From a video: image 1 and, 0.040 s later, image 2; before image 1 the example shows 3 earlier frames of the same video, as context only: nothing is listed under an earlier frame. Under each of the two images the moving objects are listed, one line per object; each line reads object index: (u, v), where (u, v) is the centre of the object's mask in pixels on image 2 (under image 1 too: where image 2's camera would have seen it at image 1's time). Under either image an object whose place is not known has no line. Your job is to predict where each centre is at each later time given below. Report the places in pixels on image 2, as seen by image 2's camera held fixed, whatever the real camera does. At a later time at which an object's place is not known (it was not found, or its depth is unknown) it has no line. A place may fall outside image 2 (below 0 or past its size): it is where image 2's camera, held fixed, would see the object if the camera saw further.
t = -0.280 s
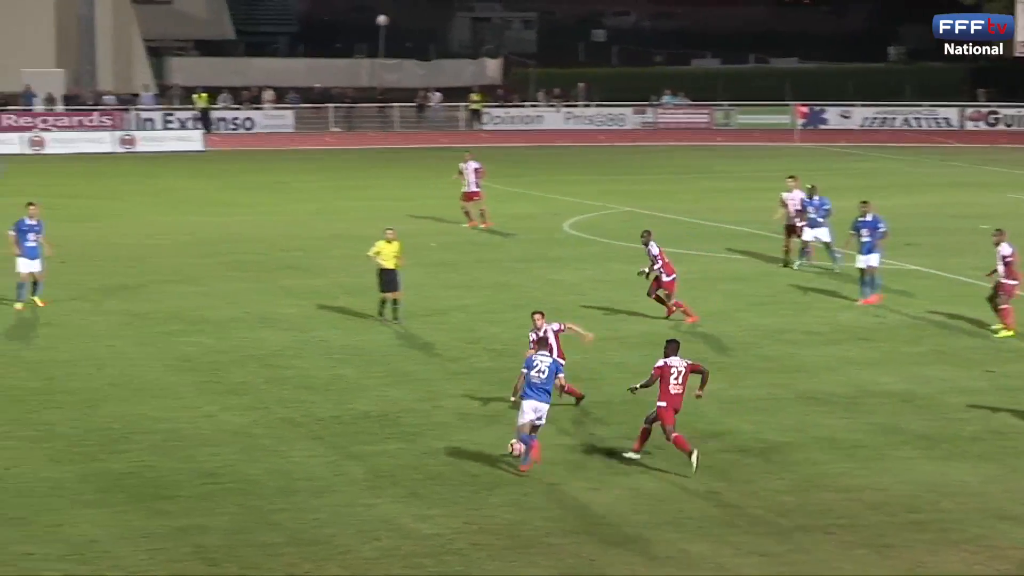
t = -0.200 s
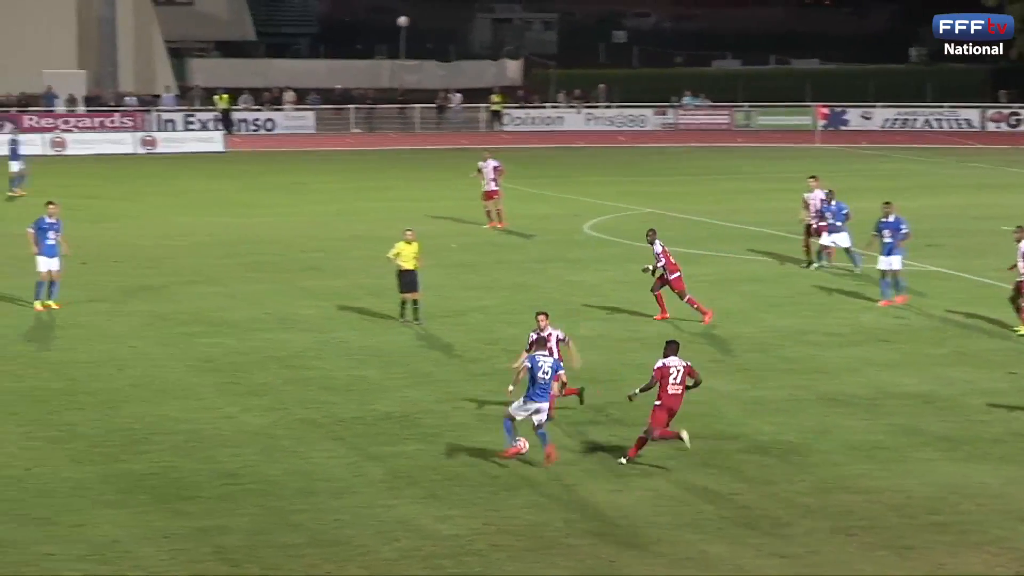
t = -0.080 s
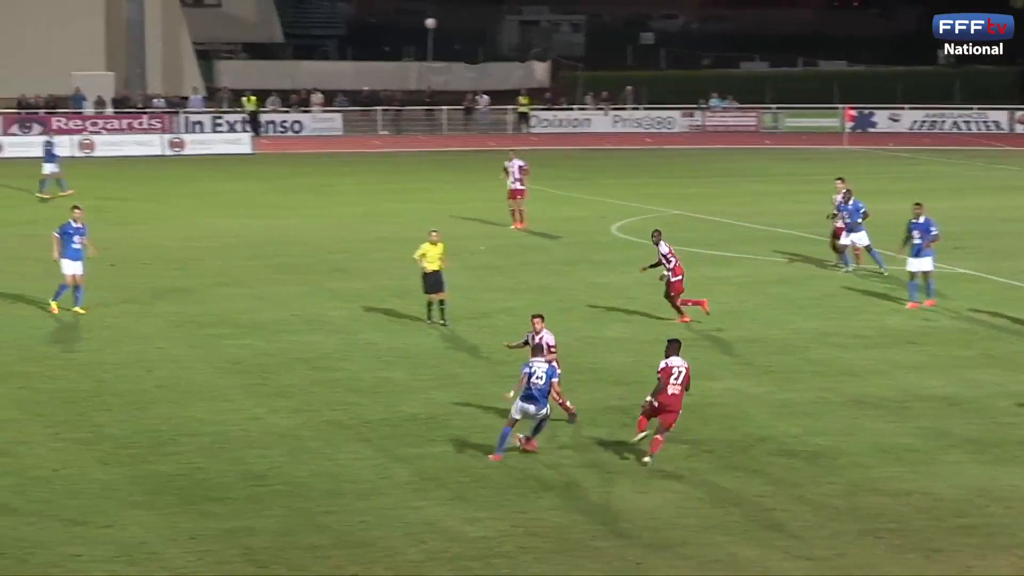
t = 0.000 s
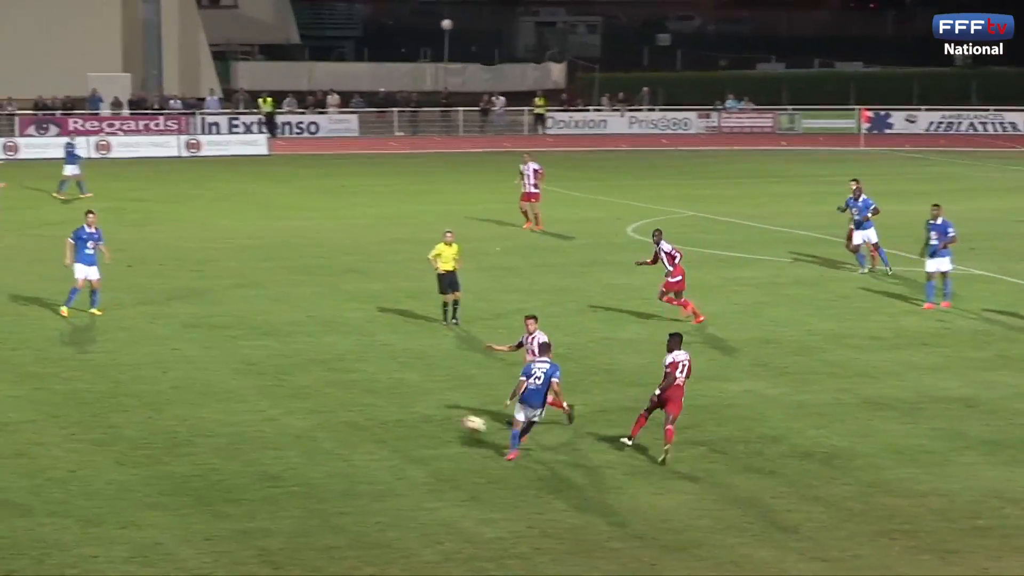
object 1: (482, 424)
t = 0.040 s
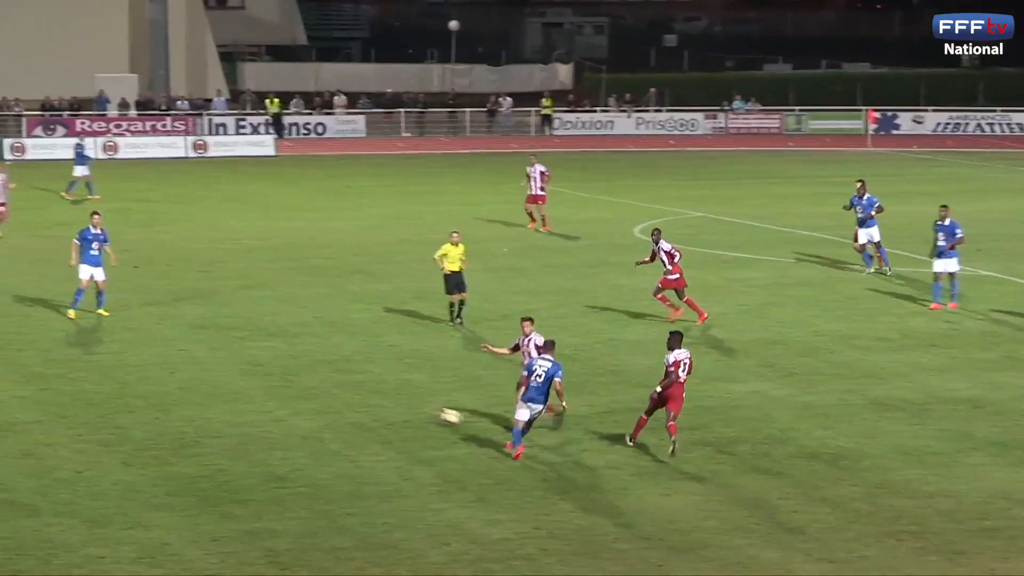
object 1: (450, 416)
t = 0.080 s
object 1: (420, 410)
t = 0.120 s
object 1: (393, 402)
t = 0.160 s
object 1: (366, 394)
